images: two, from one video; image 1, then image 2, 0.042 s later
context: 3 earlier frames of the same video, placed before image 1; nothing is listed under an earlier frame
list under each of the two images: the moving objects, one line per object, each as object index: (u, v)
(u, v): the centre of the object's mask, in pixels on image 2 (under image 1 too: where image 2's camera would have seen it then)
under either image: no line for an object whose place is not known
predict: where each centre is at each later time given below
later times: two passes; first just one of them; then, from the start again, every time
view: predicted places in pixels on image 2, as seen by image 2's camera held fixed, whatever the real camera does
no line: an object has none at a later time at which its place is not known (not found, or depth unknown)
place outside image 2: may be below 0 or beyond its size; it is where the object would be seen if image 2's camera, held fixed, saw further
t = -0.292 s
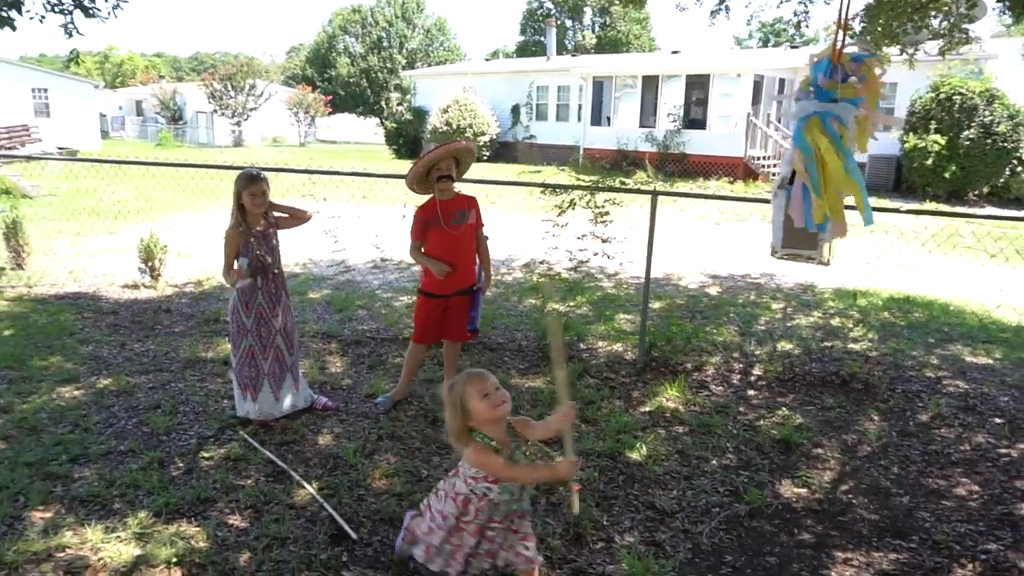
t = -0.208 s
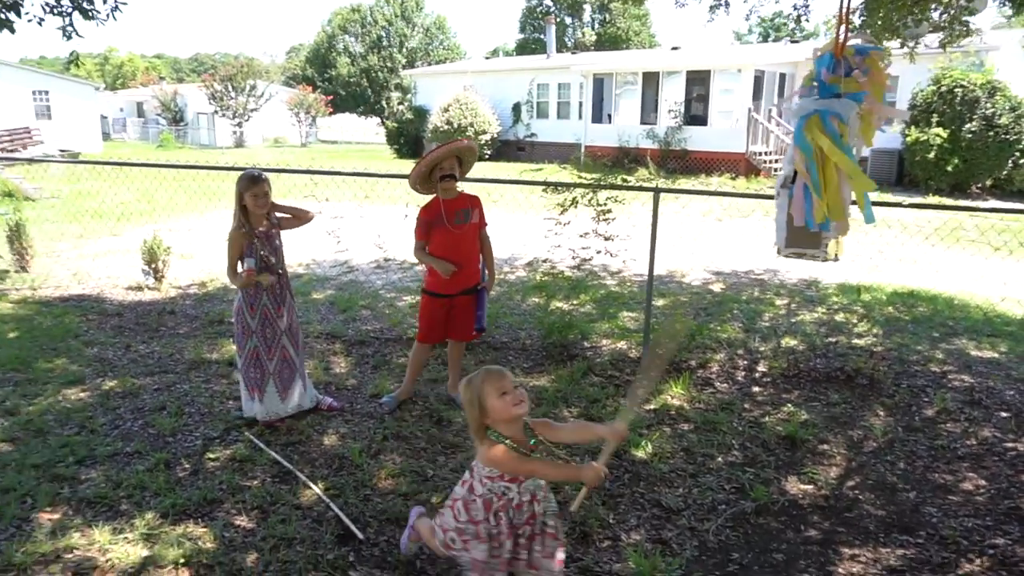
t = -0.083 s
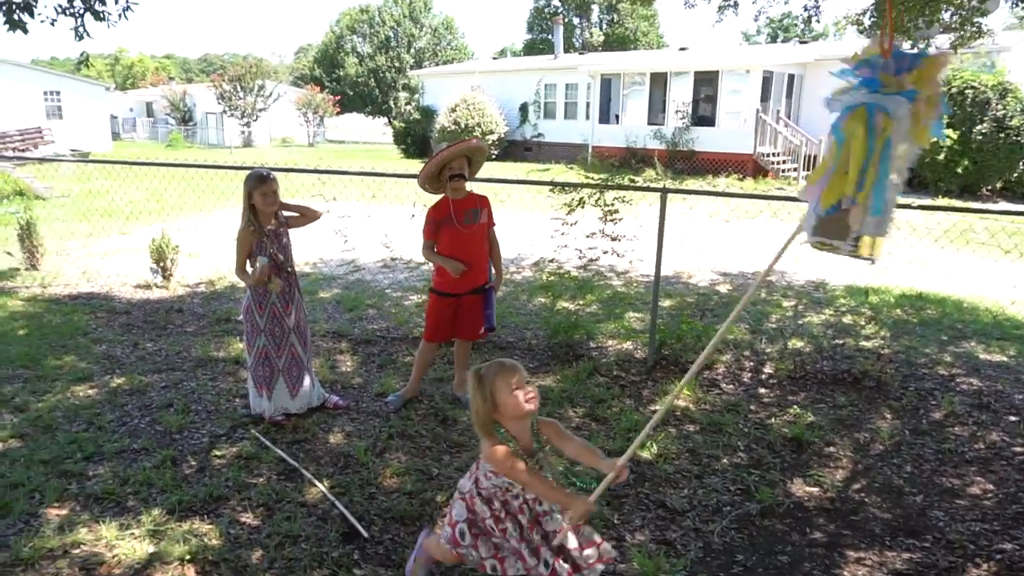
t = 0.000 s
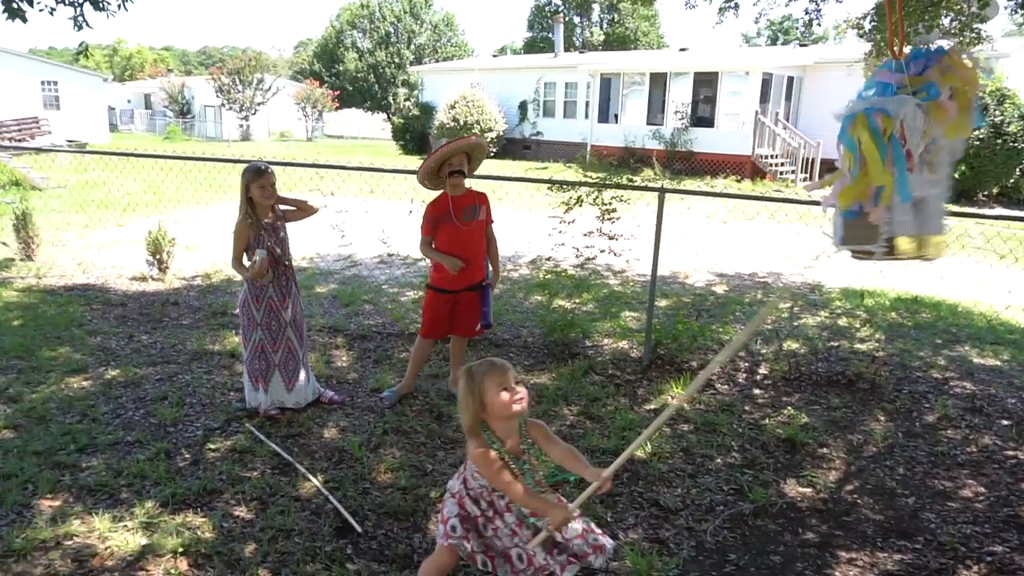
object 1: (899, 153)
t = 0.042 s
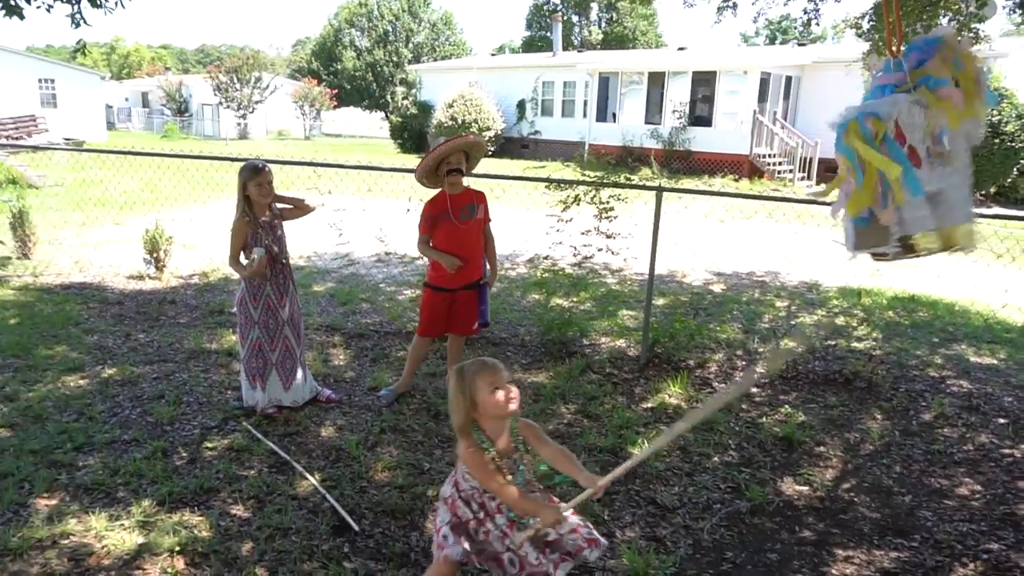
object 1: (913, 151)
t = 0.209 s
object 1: (954, 155)
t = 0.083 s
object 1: (925, 155)
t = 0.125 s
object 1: (937, 155)
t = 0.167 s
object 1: (947, 152)
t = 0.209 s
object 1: (954, 155)
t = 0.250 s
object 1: (956, 153)
